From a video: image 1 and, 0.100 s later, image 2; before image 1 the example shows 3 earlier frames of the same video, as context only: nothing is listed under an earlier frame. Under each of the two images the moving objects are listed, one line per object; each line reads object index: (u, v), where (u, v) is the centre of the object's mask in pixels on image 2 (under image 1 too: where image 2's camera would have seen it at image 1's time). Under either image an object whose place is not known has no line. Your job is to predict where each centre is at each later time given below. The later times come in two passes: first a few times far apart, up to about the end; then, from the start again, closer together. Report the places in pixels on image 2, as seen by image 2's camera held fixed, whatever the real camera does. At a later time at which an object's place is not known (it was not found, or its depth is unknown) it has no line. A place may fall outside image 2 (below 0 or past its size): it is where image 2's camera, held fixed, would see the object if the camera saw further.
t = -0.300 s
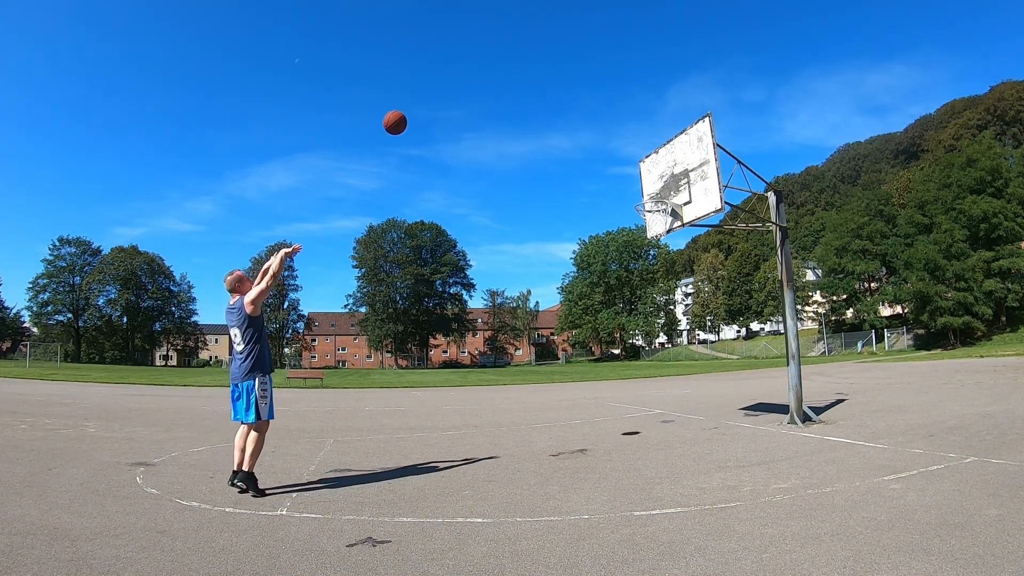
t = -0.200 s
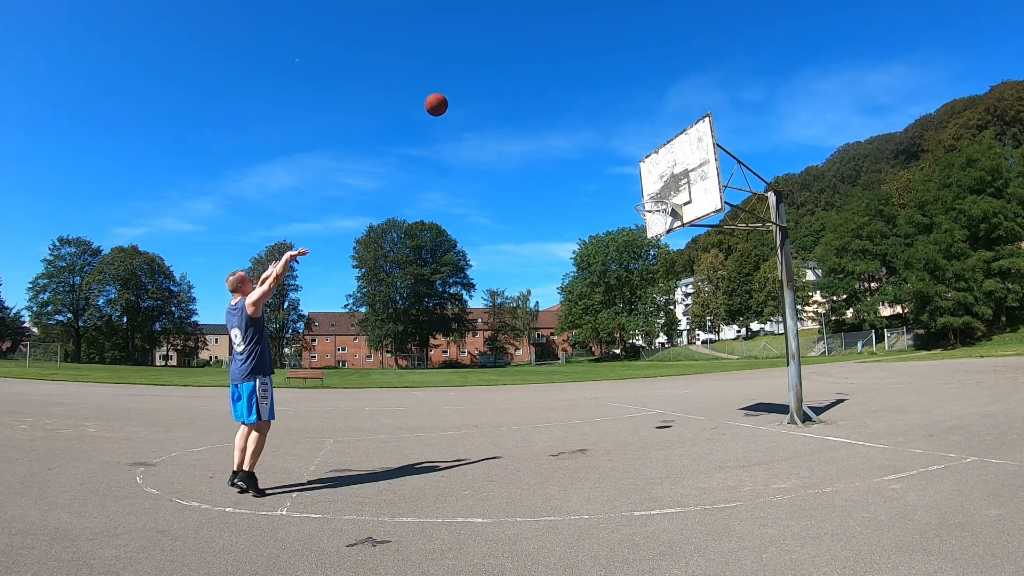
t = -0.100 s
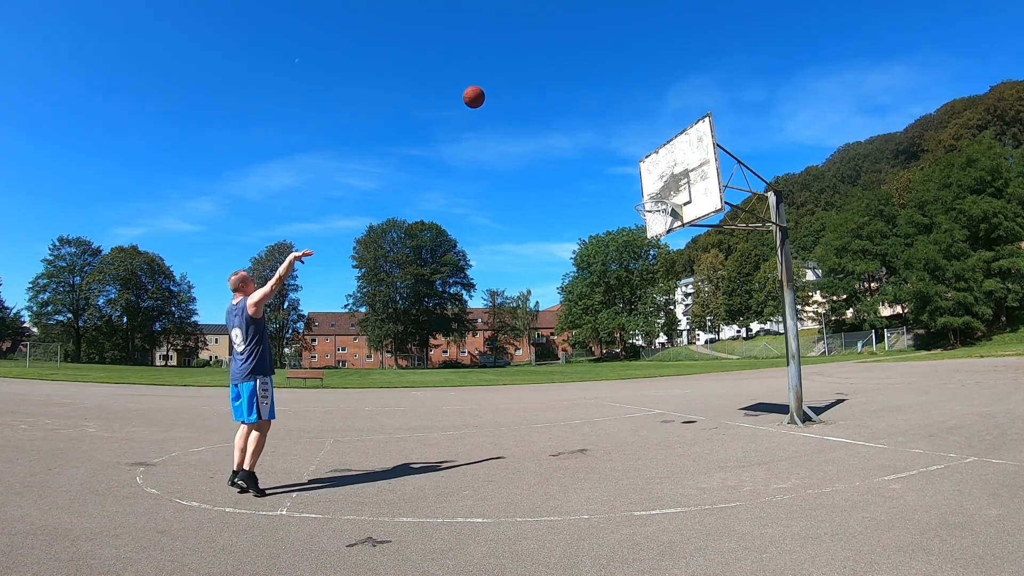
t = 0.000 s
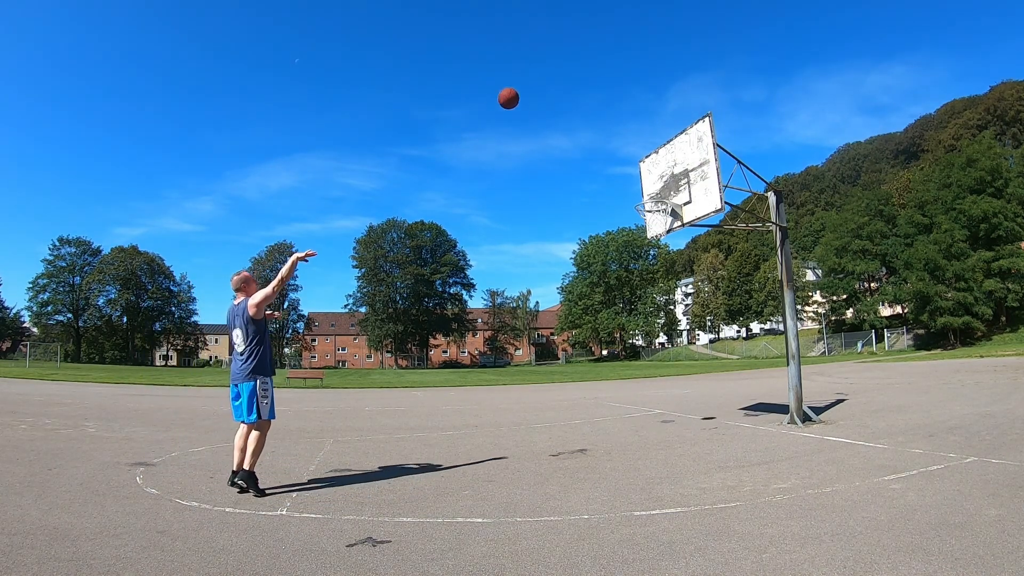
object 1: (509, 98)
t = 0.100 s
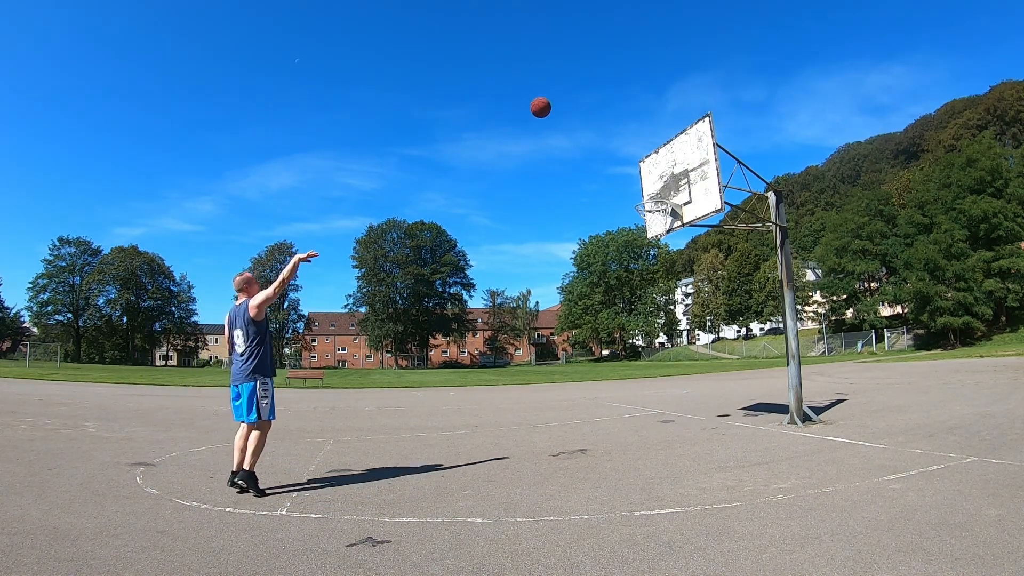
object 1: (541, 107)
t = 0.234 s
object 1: (581, 131)
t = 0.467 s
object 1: (644, 197)
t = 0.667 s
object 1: (671, 248)
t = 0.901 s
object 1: (696, 329)
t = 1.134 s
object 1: (716, 422)
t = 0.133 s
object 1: (551, 112)
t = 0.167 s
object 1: (561, 117)
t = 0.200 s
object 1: (571, 124)
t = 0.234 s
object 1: (581, 131)
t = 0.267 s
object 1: (590, 138)
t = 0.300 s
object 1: (600, 147)
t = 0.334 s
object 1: (609, 156)
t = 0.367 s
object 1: (618, 166)
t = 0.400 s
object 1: (627, 176)
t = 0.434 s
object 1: (636, 188)
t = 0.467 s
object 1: (644, 197)
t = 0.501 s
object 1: (653, 211)
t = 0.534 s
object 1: (658, 220)
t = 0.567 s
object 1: (662, 227)
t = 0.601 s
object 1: (665, 234)
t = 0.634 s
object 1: (668, 240)
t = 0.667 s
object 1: (671, 248)
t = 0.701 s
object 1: (674, 256)
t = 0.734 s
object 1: (678, 266)
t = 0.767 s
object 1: (681, 277)
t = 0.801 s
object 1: (685, 288)
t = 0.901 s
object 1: (696, 329)
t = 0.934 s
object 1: (699, 345)
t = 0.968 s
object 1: (703, 361)
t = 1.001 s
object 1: (706, 379)
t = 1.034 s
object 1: (710, 397)
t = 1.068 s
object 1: (713, 416)
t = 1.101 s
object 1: (716, 436)
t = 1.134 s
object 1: (716, 422)
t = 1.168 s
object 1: (715, 408)
